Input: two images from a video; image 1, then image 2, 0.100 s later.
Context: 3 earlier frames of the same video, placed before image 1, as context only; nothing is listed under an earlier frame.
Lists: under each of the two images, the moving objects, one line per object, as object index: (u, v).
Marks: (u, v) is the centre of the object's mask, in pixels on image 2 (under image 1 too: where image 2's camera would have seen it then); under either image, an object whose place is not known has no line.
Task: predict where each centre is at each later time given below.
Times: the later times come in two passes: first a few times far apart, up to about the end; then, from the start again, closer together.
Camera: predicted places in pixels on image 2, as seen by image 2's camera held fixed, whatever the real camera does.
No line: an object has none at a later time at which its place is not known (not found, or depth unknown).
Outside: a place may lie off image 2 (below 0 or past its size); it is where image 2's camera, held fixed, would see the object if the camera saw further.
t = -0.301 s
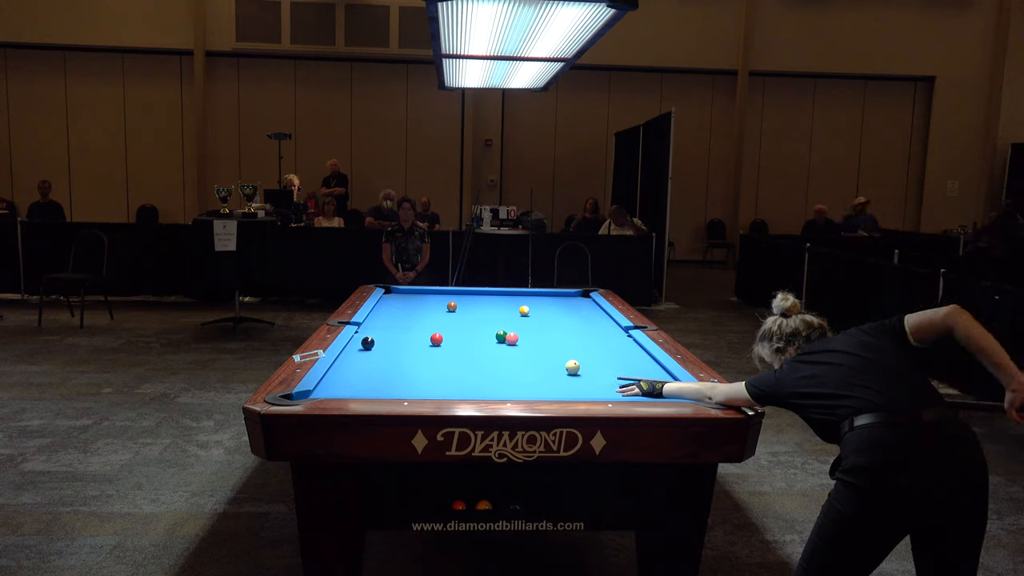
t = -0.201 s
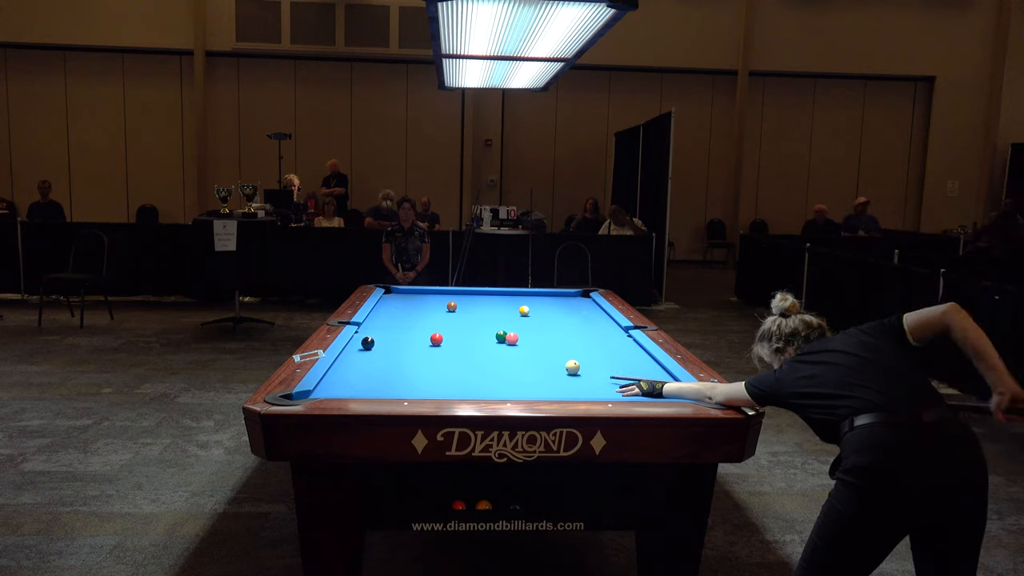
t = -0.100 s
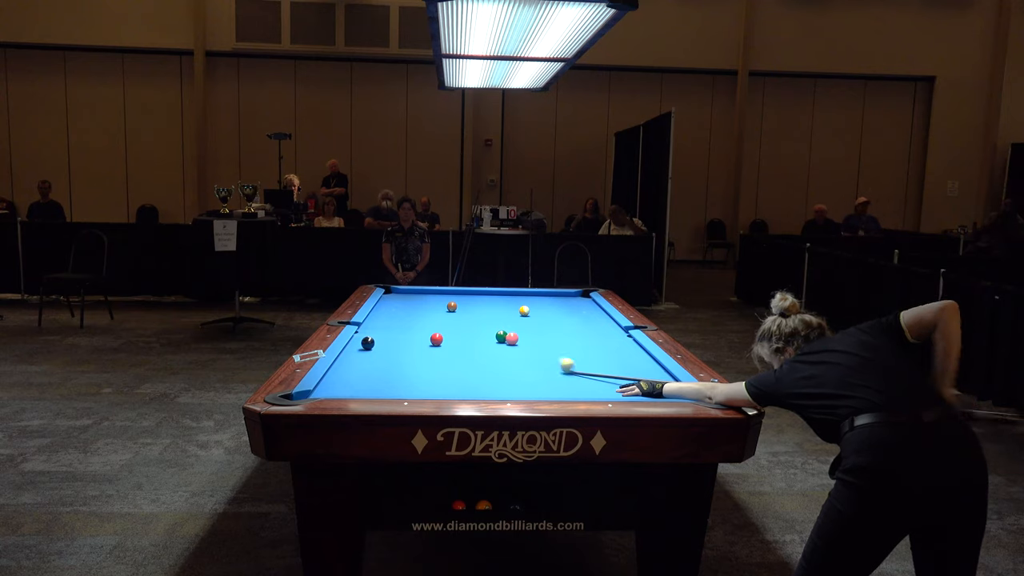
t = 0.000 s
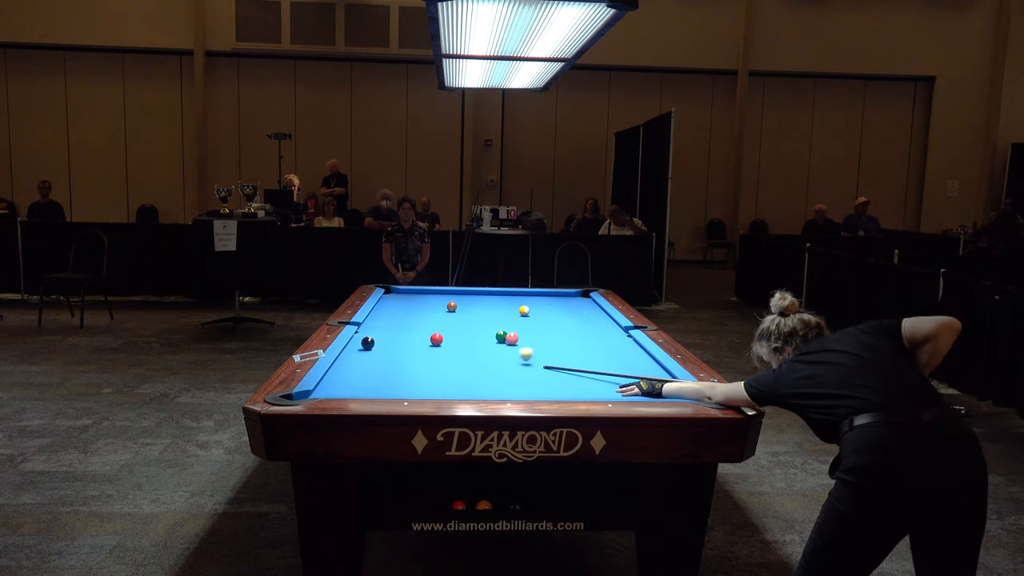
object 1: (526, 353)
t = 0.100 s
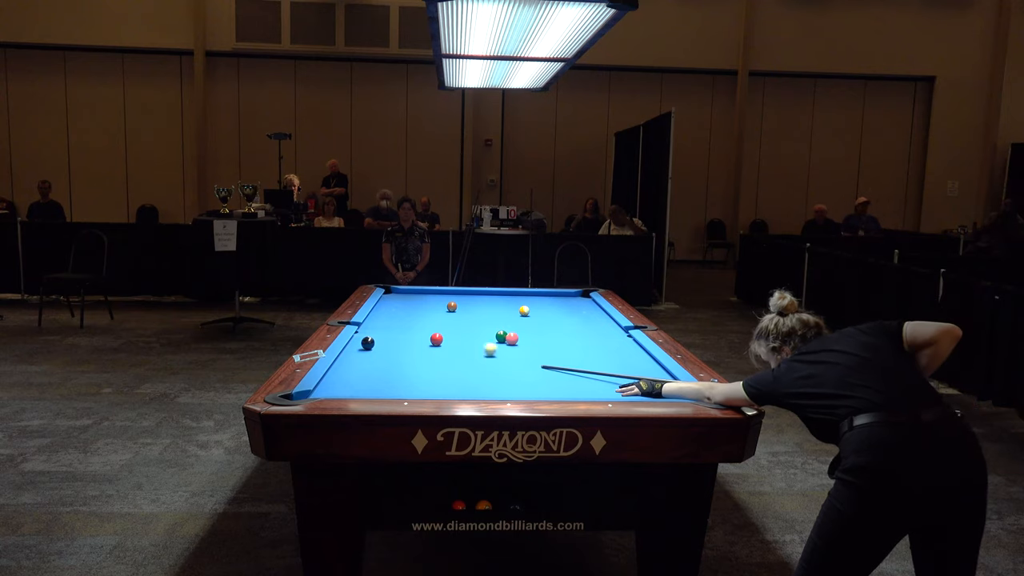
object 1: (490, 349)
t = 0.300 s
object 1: (449, 340)
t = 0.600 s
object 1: (456, 336)
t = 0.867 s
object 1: (461, 333)
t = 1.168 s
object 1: (466, 329)
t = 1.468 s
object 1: (471, 327)
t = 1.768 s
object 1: (474, 324)
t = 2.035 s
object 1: (478, 322)
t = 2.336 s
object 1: (481, 321)
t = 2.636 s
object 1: (483, 319)
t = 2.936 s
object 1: (486, 318)
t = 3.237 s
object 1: (487, 316)
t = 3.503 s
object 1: (489, 316)
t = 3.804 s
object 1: (491, 315)
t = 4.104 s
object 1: (492, 314)
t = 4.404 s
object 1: (493, 314)
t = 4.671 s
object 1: (493, 314)
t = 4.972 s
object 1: (493, 314)
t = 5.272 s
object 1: (493, 315)
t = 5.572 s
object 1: (493, 315)
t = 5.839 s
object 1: (493, 315)
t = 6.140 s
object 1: (492, 314)
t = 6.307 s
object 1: (490, 313)
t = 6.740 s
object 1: (493, 314)
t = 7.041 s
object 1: (493, 314)
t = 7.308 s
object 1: (492, 315)
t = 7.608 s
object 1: (492, 315)
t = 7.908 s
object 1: (492, 315)
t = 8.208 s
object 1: (492, 315)
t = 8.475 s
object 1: (492, 315)
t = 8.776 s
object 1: (492, 315)
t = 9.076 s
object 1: (492, 315)
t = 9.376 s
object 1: (492, 315)
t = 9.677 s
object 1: (492, 315)
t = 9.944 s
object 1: (492, 315)
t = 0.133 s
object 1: (480, 347)
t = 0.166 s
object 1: (470, 345)
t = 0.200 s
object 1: (461, 343)
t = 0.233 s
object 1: (452, 341)
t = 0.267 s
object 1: (448, 340)
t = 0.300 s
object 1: (449, 340)
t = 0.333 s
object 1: (450, 339)
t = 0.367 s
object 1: (451, 339)
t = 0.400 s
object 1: (452, 338)
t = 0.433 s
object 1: (452, 338)
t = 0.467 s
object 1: (453, 337)
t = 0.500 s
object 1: (454, 337)
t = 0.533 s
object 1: (454, 336)
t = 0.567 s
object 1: (455, 336)
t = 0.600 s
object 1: (456, 336)
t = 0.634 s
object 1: (456, 335)
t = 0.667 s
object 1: (457, 335)
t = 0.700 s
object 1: (458, 334)
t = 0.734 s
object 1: (458, 334)
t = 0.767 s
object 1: (459, 334)
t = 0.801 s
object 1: (460, 333)
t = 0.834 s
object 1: (460, 333)
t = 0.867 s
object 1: (461, 333)
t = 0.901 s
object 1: (461, 332)
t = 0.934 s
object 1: (462, 332)
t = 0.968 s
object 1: (462, 332)
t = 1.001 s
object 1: (463, 331)
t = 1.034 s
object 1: (464, 331)
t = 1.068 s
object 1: (464, 331)
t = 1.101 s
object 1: (465, 330)
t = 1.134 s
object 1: (465, 330)
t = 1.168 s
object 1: (466, 329)
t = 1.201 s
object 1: (466, 329)
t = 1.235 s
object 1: (467, 329)
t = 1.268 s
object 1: (468, 329)
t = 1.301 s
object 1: (468, 328)
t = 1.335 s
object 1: (469, 328)
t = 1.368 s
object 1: (469, 328)
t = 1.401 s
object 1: (469, 327)
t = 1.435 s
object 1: (470, 327)
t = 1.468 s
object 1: (471, 327)
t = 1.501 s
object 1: (471, 326)
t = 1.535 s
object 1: (472, 326)
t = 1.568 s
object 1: (472, 326)
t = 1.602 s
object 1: (472, 326)
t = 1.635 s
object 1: (473, 325)
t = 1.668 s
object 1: (473, 325)
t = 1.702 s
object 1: (474, 325)
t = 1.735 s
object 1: (474, 324)
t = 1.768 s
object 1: (474, 324)
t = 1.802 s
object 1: (475, 324)
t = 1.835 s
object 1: (475, 324)
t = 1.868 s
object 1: (476, 323)
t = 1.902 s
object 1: (476, 323)
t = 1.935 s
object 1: (476, 323)
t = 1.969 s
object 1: (477, 323)
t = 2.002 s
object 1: (477, 323)
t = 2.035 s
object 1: (478, 322)
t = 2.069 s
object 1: (478, 322)
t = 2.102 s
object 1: (478, 322)
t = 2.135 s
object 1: (479, 322)
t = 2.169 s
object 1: (479, 321)
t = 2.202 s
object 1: (479, 321)
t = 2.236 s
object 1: (480, 321)
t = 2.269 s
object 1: (480, 321)
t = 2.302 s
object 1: (480, 321)
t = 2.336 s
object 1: (481, 321)
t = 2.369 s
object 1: (481, 320)
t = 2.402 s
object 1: (481, 320)
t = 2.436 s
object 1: (482, 320)
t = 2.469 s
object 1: (482, 320)
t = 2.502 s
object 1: (482, 319)
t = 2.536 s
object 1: (483, 319)
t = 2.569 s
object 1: (483, 319)
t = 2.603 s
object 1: (483, 319)
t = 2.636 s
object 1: (483, 319)
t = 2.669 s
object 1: (483, 319)
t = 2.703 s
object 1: (484, 319)
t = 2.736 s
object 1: (484, 318)
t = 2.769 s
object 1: (484, 318)
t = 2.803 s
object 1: (485, 318)
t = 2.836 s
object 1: (485, 318)
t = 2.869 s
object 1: (485, 318)
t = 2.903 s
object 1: (485, 318)
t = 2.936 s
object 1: (486, 318)
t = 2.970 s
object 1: (486, 318)
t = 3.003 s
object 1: (486, 317)
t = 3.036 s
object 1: (486, 317)
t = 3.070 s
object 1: (486, 317)
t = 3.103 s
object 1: (487, 317)
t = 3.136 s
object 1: (487, 317)
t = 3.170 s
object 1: (487, 317)
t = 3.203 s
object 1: (487, 317)
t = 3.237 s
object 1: (487, 316)
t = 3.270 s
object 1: (488, 316)
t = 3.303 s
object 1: (488, 316)
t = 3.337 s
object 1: (488, 316)
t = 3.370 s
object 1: (488, 316)
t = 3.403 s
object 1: (489, 316)
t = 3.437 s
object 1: (489, 316)
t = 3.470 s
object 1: (489, 316)
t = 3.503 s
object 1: (489, 316)
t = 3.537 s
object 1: (489, 316)
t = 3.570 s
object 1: (490, 315)
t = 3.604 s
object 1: (490, 315)
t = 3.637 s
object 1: (490, 315)
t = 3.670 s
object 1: (490, 315)
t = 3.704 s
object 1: (490, 315)
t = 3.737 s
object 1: (490, 316)
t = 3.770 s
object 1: (491, 315)
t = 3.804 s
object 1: (491, 315)
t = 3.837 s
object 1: (491, 315)
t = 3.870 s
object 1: (491, 315)
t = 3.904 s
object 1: (491, 315)
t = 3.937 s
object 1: (491, 315)
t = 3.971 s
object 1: (492, 315)
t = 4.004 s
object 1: (492, 315)
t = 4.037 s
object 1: (492, 315)
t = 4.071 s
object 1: (492, 315)
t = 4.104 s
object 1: (492, 314)
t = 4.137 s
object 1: (492, 314)
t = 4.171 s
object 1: (492, 314)
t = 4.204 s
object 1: (492, 314)
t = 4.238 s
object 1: (493, 314)
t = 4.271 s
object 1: (493, 314)
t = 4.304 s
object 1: (493, 314)
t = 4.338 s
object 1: (493, 314)
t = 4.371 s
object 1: (493, 314)
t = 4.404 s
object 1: (493, 314)
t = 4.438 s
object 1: (493, 314)
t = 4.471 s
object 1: (493, 314)
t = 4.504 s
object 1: (493, 314)
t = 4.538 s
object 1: (493, 314)
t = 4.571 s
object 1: (493, 314)
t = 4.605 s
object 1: (493, 314)
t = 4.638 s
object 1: (493, 314)
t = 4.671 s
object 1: (493, 314)
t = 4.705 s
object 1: (493, 314)
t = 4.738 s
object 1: (493, 314)
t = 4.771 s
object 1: (493, 314)
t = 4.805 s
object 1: (493, 314)
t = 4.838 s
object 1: (493, 314)
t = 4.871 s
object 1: (493, 314)
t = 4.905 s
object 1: (493, 315)
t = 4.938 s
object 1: (493, 314)
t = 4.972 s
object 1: (493, 314)
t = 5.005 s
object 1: (493, 315)
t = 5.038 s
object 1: (493, 315)
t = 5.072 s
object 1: (493, 315)
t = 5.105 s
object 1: (493, 315)
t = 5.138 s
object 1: (493, 315)
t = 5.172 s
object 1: (493, 315)
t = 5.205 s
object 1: (493, 315)
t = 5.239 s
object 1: (493, 315)
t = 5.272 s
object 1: (493, 315)
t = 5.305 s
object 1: (493, 315)
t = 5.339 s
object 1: (493, 315)
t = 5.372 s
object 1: (493, 315)
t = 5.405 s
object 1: (493, 315)
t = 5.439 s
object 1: (493, 315)
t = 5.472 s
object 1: (493, 315)
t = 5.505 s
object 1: (493, 315)
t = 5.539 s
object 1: (493, 315)
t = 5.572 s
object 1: (493, 315)
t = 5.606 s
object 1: (493, 315)
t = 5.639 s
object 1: (493, 315)
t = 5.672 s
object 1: (493, 315)
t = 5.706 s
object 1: (493, 315)
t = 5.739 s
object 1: (493, 315)
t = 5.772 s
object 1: (493, 315)
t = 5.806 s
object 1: (492, 315)
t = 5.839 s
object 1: (493, 315)
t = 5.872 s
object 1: (492, 314)
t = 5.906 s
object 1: (493, 315)
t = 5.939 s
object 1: (493, 314)
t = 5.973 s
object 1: (493, 315)
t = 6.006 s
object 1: (492, 314)
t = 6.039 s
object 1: (493, 315)
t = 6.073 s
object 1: (493, 314)
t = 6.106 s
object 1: (492, 314)
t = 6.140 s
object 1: (492, 314)
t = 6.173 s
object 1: (493, 314)
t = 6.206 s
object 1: (492, 314)
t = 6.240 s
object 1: (492, 315)
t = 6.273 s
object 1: (492, 314)
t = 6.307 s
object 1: (490, 313)
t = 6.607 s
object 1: (493, 314)
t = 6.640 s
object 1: (493, 314)
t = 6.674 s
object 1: (492, 314)
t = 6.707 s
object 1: (493, 314)
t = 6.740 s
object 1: (493, 314)
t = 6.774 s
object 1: (493, 314)
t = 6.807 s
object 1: (493, 314)
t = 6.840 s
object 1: (493, 314)
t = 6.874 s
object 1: (493, 314)
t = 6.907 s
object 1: (493, 314)
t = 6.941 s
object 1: (493, 314)
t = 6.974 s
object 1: (493, 314)
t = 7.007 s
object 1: (493, 314)
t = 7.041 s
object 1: (493, 314)
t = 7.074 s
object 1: (493, 314)
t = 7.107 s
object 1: (493, 314)
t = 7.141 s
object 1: (493, 314)
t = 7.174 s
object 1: (493, 314)
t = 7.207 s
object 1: (493, 315)
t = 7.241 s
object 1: (493, 315)
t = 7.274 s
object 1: (493, 314)
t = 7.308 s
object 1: (492, 315)
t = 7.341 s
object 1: (492, 315)
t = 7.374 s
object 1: (492, 315)
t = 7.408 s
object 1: (492, 314)
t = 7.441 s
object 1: (492, 315)
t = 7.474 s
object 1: (492, 314)
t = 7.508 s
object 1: (492, 315)
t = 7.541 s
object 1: (492, 314)
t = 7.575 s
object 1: (492, 314)
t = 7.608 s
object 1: (492, 315)
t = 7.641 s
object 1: (492, 315)
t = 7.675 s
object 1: (492, 315)
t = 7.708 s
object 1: (492, 315)
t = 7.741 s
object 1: (492, 315)
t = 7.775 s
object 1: (492, 315)
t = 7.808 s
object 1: (492, 315)
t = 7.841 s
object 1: (492, 315)
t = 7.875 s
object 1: (492, 315)
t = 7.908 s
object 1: (492, 315)
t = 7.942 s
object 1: (492, 315)
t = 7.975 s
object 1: (492, 315)
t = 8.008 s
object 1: (492, 315)
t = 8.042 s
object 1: (492, 315)
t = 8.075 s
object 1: (492, 315)
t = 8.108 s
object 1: (492, 315)
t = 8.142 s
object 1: (492, 315)
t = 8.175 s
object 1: (492, 315)
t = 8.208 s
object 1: (492, 315)
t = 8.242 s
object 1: (492, 315)
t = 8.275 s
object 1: (492, 315)
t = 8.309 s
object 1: (492, 315)
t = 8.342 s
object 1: (492, 315)
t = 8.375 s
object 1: (492, 315)
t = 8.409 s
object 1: (492, 315)
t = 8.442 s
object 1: (492, 315)
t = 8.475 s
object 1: (492, 315)
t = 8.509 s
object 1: (492, 315)
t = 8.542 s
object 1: (492, 315)
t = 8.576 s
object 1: (492, 315)
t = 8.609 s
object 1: (492, 315)
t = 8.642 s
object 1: (492, 315)
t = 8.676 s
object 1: (492, 315)
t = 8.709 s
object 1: (492, 315)
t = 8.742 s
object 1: (492, 315)
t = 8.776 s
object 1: (492, 315)
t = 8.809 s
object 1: (492, 315)
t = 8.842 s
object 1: (492, 315)
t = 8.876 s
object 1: (492, 315)
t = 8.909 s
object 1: (492, 315)
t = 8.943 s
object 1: (492, 315)
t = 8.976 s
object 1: (492, 315)
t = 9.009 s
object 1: (492, 315)
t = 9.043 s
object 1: (492, 315)
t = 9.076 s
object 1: (492, 315)
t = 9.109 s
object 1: (492, 315)
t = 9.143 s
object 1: (492, 315)
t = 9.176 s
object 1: (492, 315)
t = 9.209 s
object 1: (492, 315)
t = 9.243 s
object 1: (492, 315)
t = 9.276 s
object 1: (492, 315)
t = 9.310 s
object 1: (492, 315)
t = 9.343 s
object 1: (492, 315)
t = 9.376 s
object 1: (492, 315)
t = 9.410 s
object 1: (492, 315)
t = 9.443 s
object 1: (492, 315)
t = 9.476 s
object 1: (492, 315)
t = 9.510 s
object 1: (492, 315)
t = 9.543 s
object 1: (492, 315)
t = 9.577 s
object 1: (492, 315)
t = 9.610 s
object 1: (492, 315)
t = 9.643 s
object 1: (492, 315)
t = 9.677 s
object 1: (492, 315)
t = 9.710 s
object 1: (492, 315)
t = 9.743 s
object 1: (492, 315)
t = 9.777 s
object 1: (492, 315)
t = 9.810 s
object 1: (492, 315)
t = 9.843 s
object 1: (492, 315)
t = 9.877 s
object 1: (492, 315)
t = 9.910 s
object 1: (492, 315)
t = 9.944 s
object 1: (492, 315)
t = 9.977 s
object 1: (492, 315)
